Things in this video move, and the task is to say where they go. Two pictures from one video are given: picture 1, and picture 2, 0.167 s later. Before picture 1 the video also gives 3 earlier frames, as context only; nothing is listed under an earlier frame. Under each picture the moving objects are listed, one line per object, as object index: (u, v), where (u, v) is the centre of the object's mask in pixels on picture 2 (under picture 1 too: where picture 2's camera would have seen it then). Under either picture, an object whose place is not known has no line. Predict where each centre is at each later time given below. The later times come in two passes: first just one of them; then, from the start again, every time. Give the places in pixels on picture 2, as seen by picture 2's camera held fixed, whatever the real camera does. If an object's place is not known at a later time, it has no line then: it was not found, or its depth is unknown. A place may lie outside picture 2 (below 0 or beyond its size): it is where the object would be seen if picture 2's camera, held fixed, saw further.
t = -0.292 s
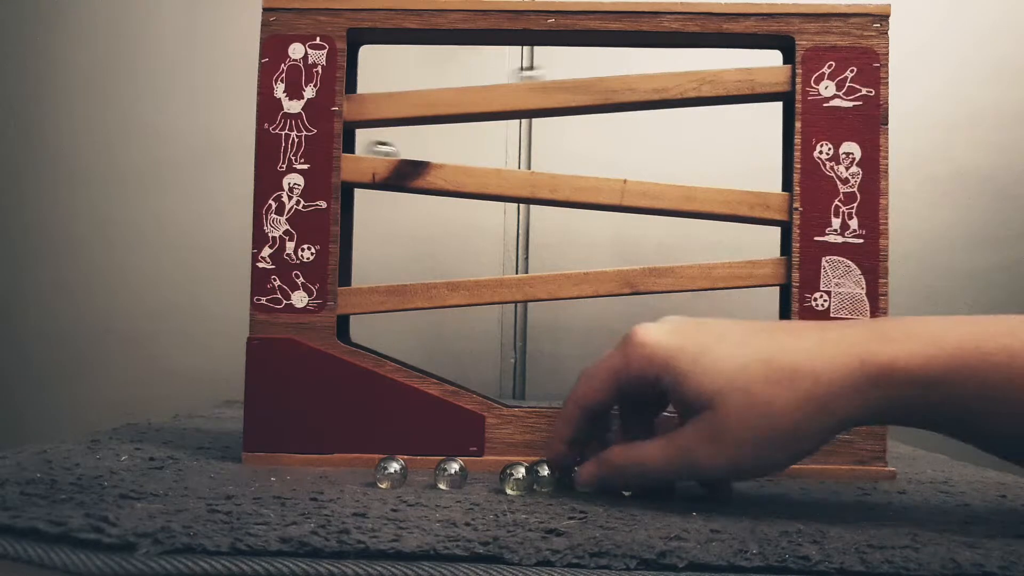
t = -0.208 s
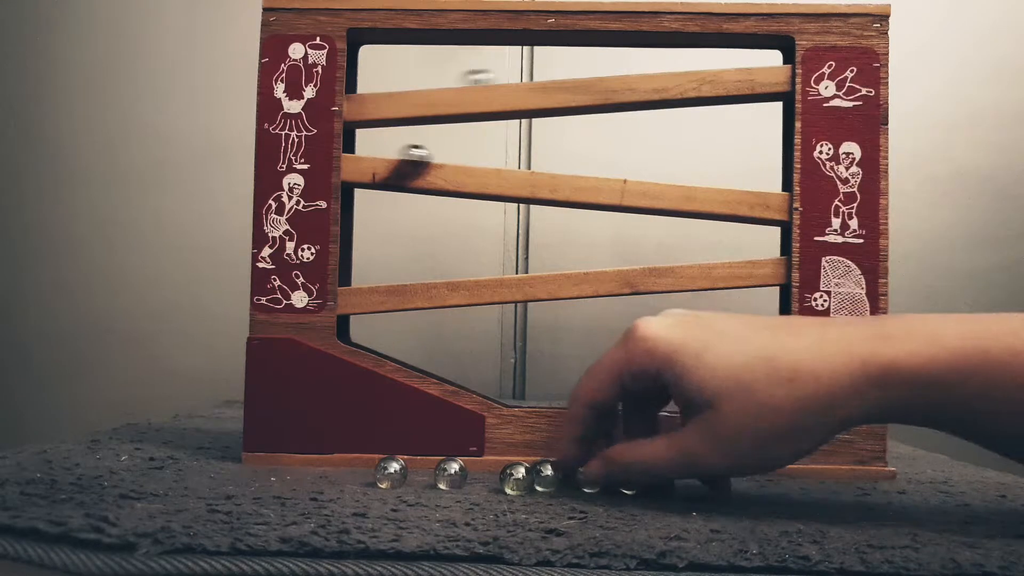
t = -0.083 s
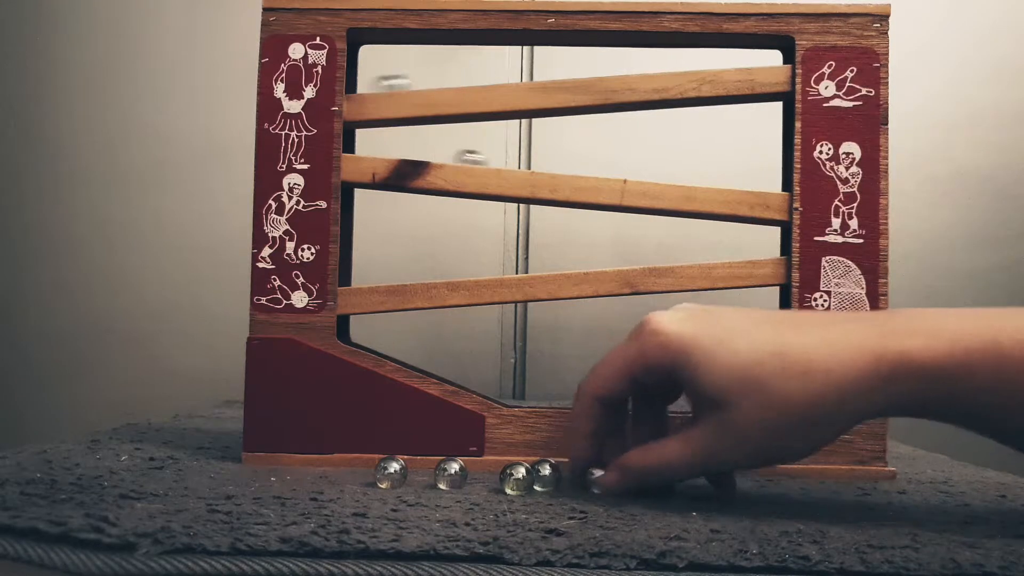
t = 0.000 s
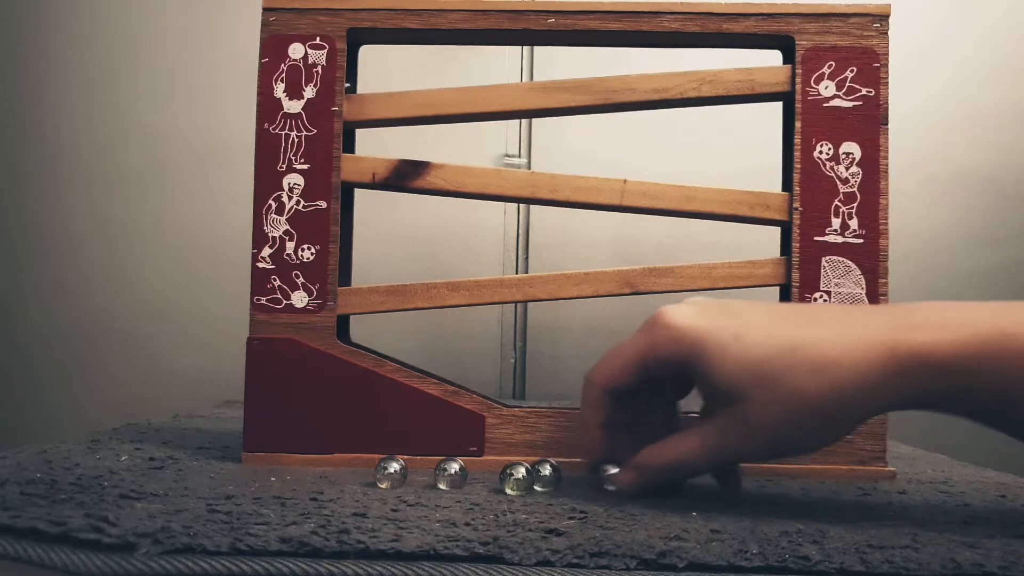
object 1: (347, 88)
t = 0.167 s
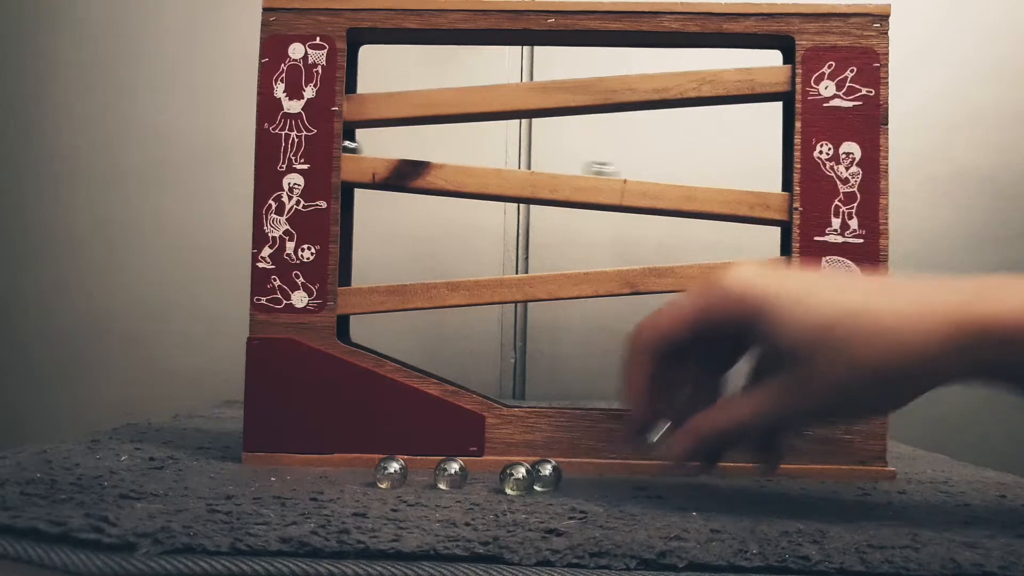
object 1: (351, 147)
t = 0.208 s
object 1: (362, 147)
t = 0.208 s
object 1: (362, 147)
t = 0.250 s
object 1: (375, 149)
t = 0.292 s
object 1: (390, 150)
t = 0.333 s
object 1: (407, 152)
